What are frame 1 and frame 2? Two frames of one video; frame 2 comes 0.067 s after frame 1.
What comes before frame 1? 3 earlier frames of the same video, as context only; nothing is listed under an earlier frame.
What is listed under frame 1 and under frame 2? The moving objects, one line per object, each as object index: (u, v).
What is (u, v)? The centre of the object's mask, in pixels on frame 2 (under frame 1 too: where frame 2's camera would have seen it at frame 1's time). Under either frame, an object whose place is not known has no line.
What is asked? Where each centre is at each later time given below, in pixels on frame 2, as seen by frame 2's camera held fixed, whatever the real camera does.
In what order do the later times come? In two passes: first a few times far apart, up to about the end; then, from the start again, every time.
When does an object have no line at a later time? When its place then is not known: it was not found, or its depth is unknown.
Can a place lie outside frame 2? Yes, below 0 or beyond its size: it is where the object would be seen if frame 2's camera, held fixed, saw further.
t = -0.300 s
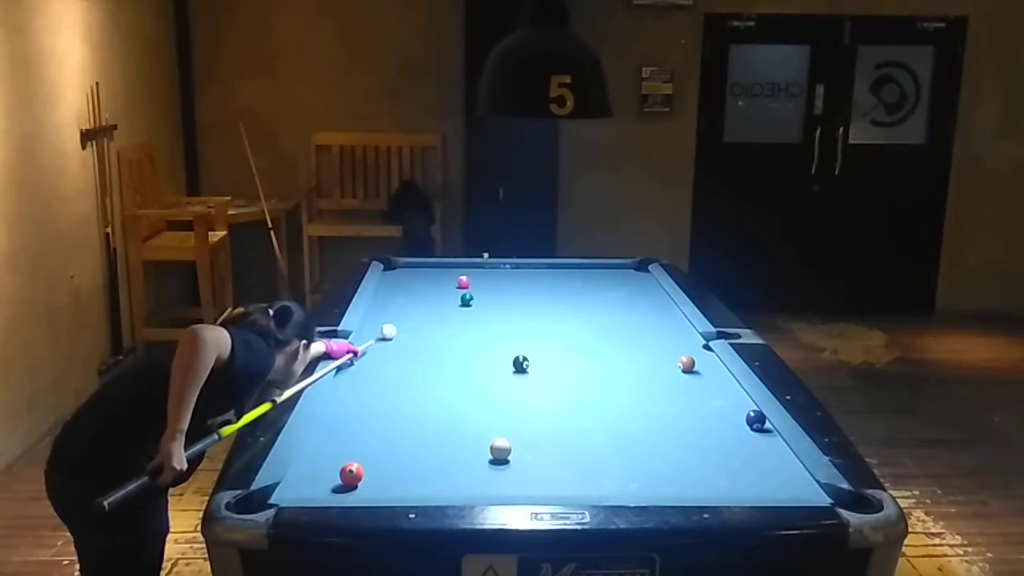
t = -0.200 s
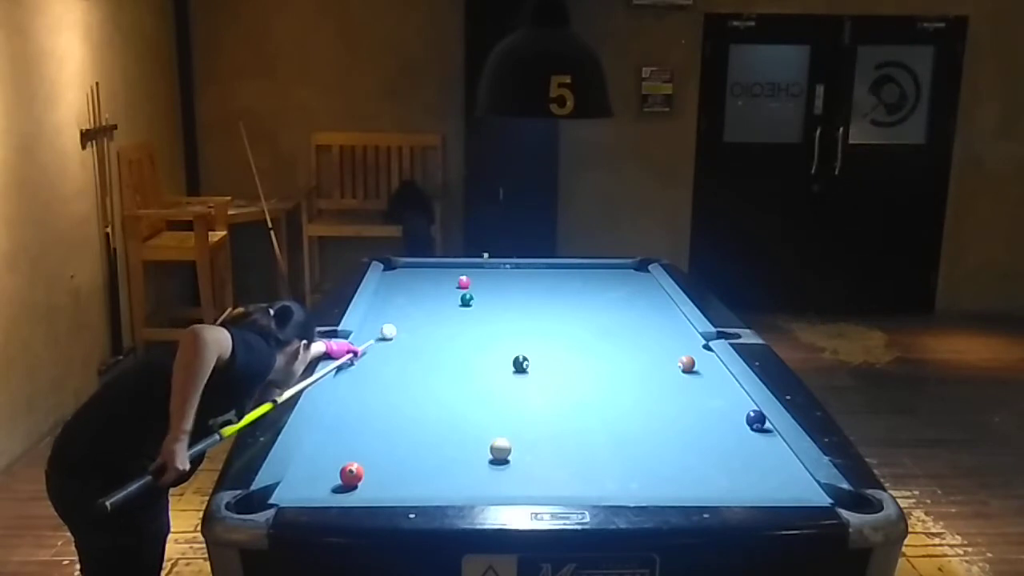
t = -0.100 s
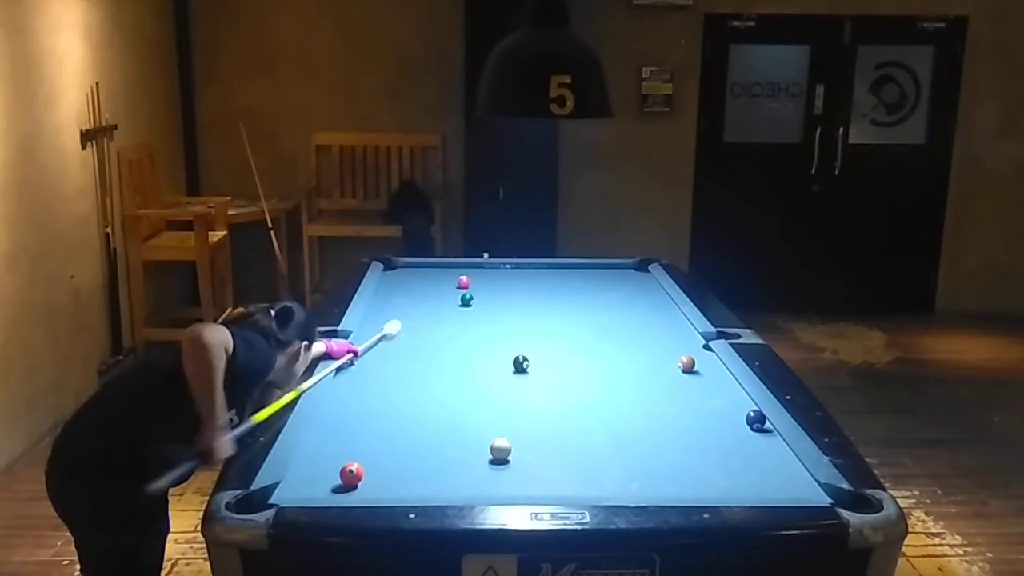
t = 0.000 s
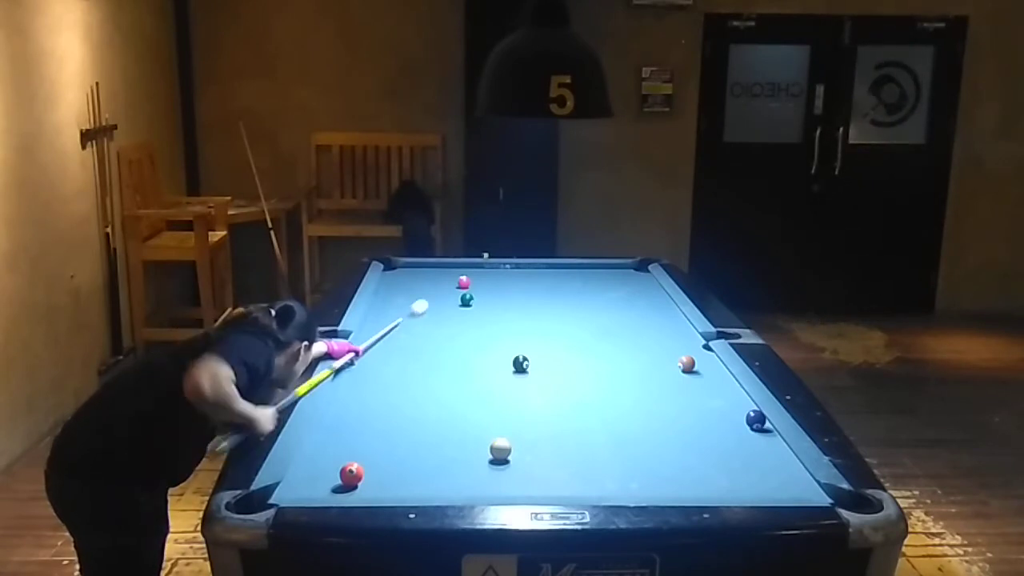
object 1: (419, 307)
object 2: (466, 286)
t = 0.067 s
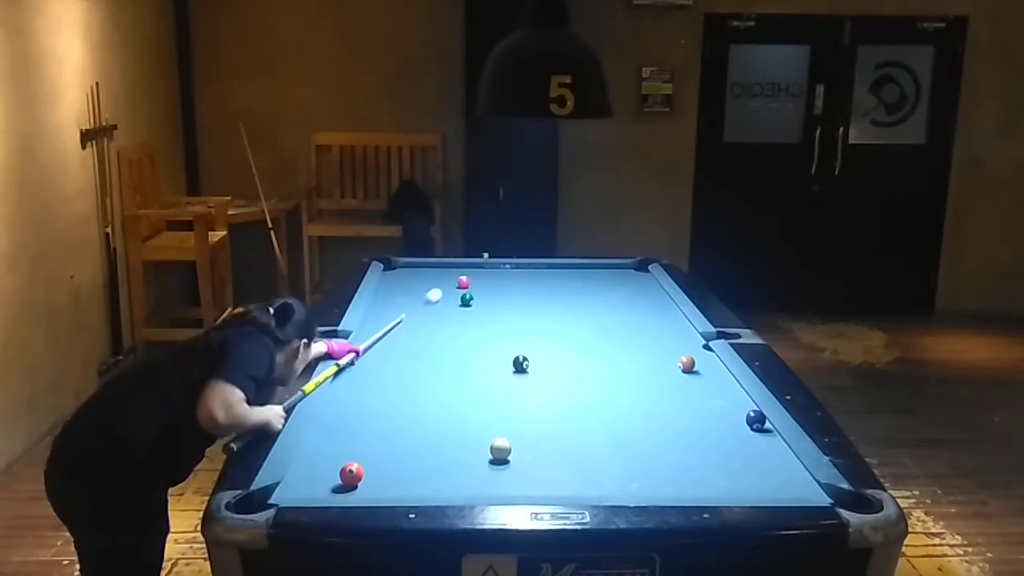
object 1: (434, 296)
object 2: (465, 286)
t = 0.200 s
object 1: (449, 278)
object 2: (471, 286)
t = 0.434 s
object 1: (439, 273)
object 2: (510, 283)
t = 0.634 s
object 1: (421, 287)
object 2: (538, 281)
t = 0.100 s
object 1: (440, 291)
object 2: (465, 286)
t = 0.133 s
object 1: (446, 286)
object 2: (466, 286)
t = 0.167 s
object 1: (450, 282)
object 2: (467, 286)
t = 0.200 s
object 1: (449, 278)
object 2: (471, 286)
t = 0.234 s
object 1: (449, 274)
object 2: (478, 284)
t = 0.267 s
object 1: (449, 270)
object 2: (483, 284)
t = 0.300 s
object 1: (449, 266)
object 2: (489, 283)
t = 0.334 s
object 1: (447, 266)
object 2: (494, 283)
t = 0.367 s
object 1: (444, 268)
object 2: (499, 282)
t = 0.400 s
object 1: (442, 271)
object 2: (504, 282)
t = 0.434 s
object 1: (439, 273)
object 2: (510, 283)
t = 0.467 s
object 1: (436, 275)
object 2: (514, 283)
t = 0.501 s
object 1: (433, 278)
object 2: (519, 282)
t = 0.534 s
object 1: (430, 280)
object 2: (524, 281)
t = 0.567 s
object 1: (428, 282)
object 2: (529, 281)
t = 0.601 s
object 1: (425, 285)
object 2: (533, 281)
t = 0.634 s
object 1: (421, 287)
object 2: (538, 281)
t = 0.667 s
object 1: (418, 290)
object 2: (544, 281)
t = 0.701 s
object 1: (415, 292)
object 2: (548, 282)
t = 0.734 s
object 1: (412, 295)
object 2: (553, 282)
